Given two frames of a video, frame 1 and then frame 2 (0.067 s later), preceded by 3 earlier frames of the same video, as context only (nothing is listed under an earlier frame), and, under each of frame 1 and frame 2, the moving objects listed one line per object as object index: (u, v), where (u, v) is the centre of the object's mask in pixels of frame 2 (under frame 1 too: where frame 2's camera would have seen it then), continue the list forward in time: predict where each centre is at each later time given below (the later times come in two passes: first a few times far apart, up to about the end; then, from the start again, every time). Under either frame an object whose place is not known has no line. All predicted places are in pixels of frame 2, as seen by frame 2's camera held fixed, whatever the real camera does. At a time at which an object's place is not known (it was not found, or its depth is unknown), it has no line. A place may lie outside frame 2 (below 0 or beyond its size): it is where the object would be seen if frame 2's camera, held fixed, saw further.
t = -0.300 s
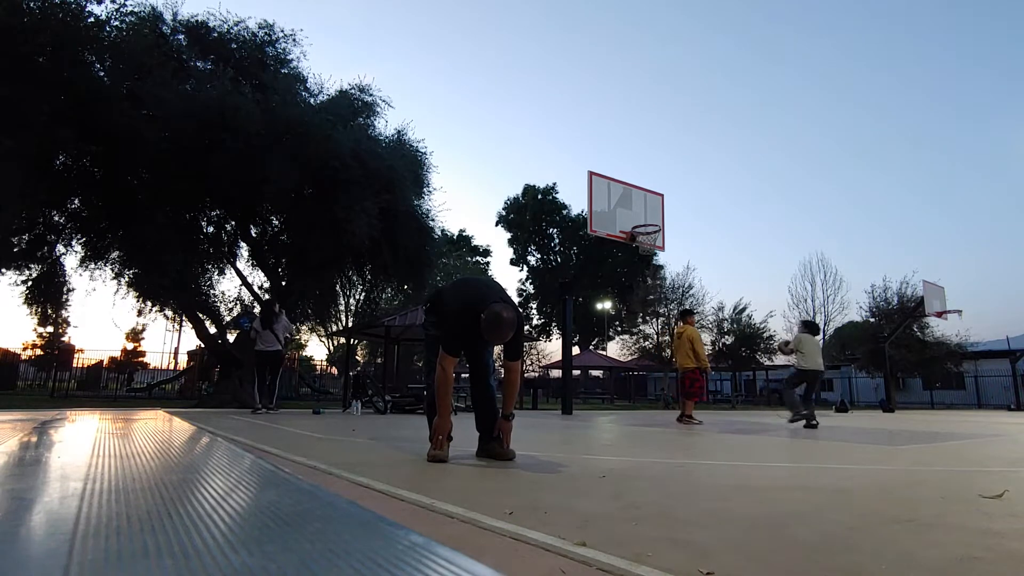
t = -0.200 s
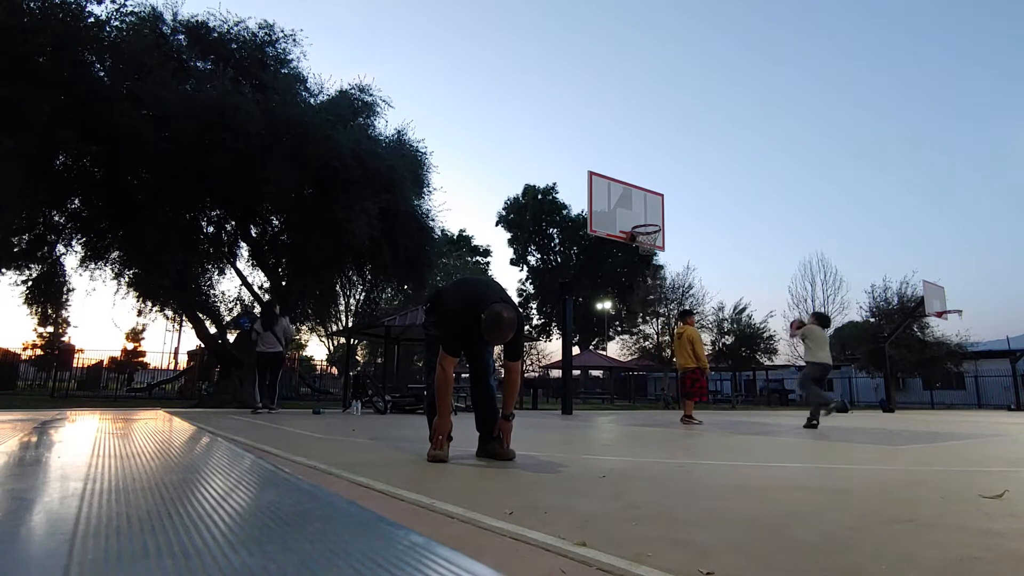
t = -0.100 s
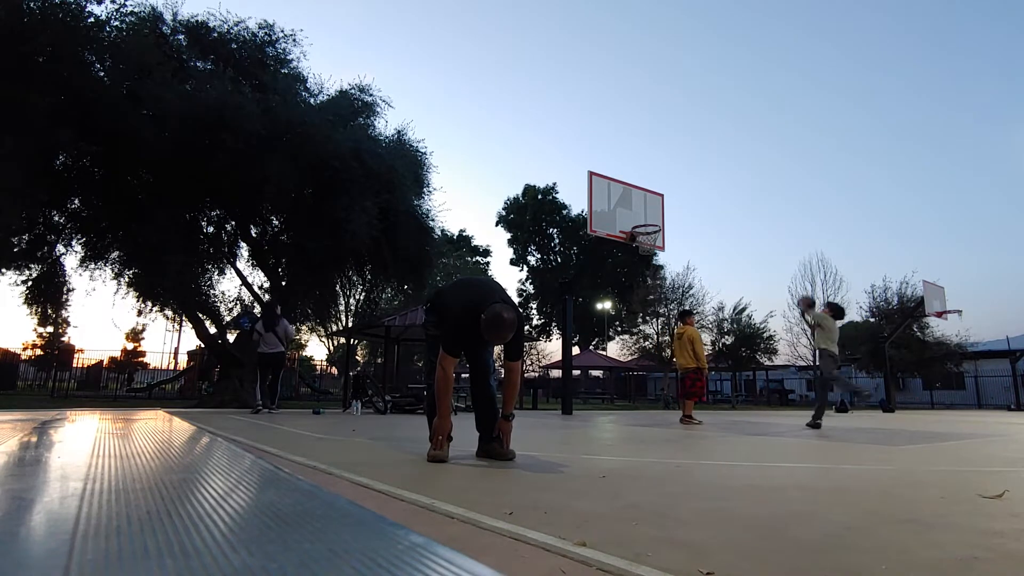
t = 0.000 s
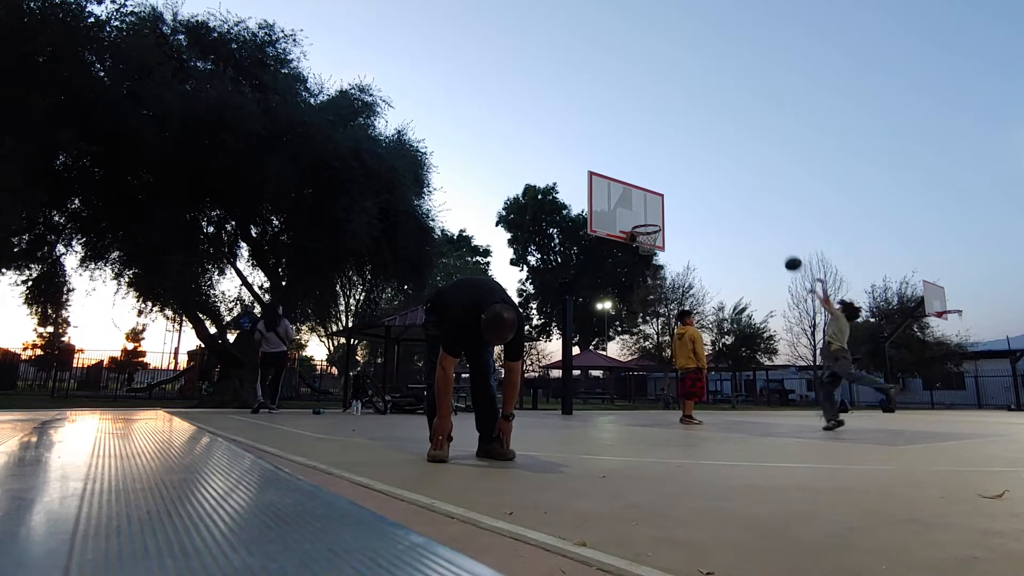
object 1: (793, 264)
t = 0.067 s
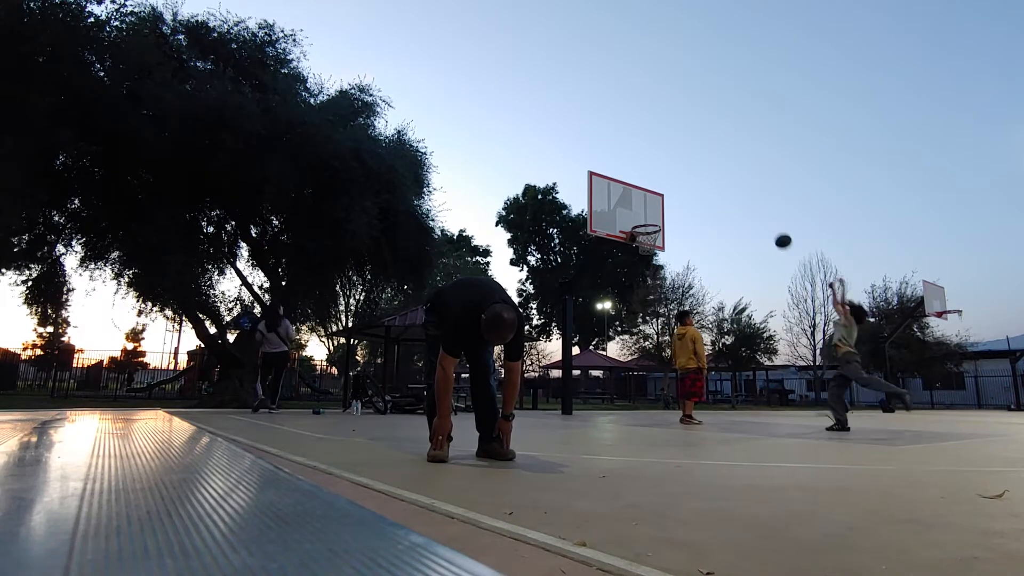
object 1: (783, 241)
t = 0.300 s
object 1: (753, 188)
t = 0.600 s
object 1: (721, 172)
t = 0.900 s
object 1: (693, 210)
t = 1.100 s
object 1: (677, 263)
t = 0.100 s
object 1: (778, 231)
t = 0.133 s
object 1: (774, 222)
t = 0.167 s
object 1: (770, 213)
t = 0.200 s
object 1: (765, 205)
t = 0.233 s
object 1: (761, 199)
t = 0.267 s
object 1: (757, 193)
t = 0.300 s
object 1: (753, 188)
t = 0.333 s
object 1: (749, 183)
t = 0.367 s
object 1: (745, 179)
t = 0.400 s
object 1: (742, 176)
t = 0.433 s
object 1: (738, 174)
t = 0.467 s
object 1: (734, 172)
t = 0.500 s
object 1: (731, 172)
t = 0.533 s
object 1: (727, 171)
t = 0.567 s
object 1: (724, 172)
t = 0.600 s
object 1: (721, 172)
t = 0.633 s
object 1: (717, 174)
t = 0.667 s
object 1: (714, 176)
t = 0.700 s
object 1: (711, 179)
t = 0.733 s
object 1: (708, 183)
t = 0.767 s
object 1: (705, 187)
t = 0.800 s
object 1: (702, 192)
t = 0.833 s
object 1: (699, 197)
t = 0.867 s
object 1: (696, 203)
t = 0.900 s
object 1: (693, 210)
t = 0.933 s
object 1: (690, 217)
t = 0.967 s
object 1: (688, 225)
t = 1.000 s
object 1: (685, 233)
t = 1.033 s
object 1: (682, 242)
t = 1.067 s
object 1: (680, 252)
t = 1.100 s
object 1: (677, 263)
